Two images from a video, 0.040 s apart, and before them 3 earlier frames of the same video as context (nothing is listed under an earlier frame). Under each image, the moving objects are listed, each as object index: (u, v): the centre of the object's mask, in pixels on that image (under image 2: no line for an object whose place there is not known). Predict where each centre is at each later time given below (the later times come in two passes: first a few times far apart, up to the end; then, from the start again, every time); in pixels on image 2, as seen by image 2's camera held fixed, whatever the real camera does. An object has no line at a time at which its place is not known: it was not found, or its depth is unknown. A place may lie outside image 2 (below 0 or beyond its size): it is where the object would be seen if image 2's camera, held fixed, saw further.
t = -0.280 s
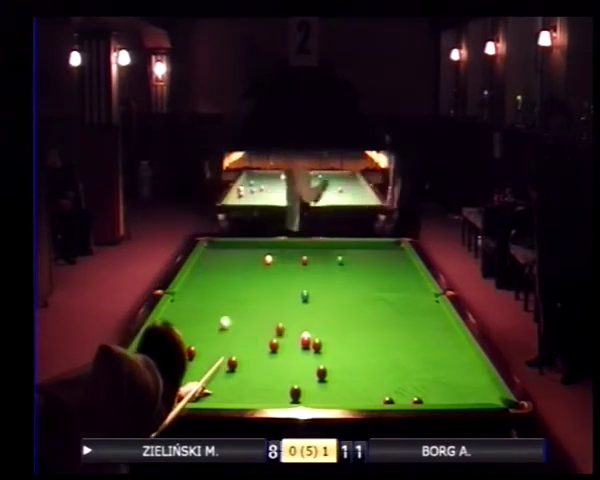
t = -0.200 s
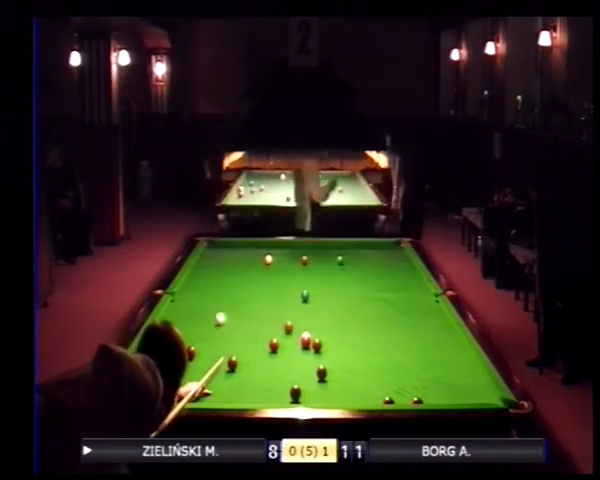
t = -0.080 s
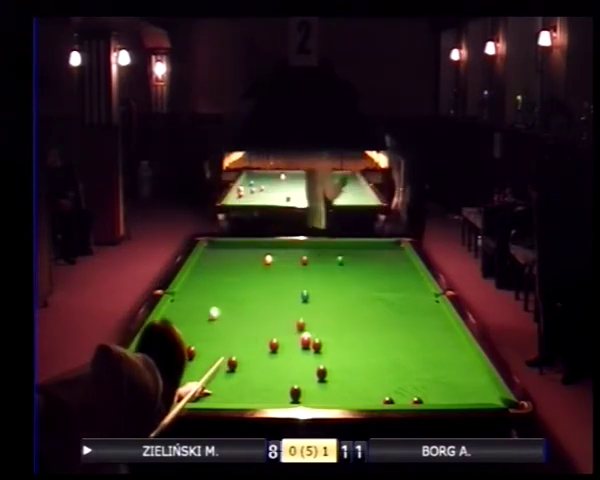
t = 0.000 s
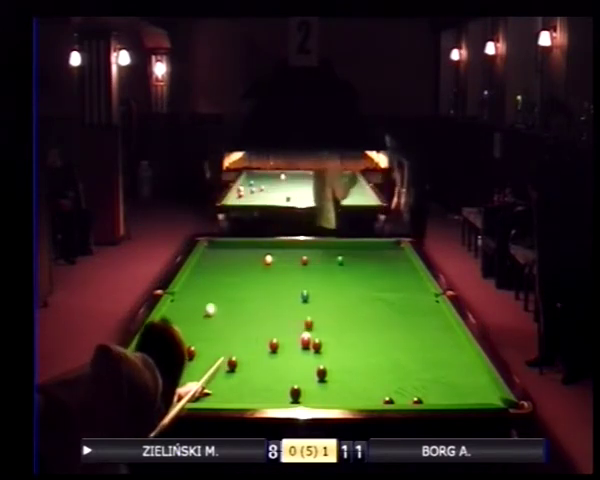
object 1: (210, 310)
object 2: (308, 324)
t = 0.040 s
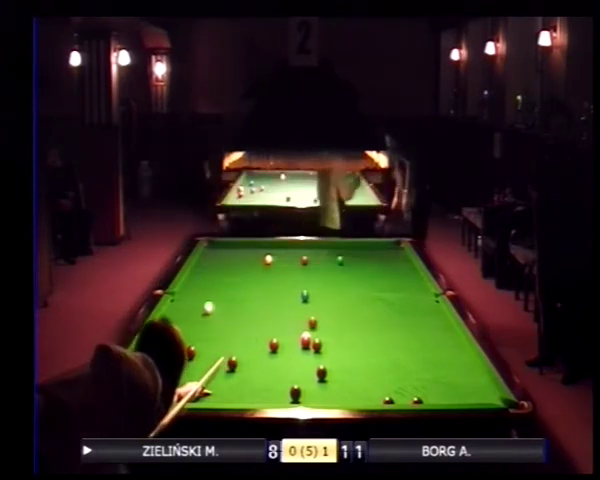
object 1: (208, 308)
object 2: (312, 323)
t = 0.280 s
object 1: (197, 298)
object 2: (334, 318)
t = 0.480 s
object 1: (189, 291)
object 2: (351, 315)
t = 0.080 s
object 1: (206, 306)
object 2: (316, 322)
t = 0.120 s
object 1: (204, 304)
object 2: (320, 321)
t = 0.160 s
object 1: (202, 303)
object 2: (324, 320)
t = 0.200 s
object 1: (200, 301)
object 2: (328, 319)
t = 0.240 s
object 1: (199, 299)
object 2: (331, 319)
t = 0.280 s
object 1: (197, 298)
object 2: (334, 318)
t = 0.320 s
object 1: (195, 297)
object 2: (338, 318)
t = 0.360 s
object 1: (194, 295)
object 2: (342, 317)
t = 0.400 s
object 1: (192, 294)
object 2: (345, 316)
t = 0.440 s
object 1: (190, 292)
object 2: (349, 315)
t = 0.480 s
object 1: (189, 291)
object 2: (351, 315)
